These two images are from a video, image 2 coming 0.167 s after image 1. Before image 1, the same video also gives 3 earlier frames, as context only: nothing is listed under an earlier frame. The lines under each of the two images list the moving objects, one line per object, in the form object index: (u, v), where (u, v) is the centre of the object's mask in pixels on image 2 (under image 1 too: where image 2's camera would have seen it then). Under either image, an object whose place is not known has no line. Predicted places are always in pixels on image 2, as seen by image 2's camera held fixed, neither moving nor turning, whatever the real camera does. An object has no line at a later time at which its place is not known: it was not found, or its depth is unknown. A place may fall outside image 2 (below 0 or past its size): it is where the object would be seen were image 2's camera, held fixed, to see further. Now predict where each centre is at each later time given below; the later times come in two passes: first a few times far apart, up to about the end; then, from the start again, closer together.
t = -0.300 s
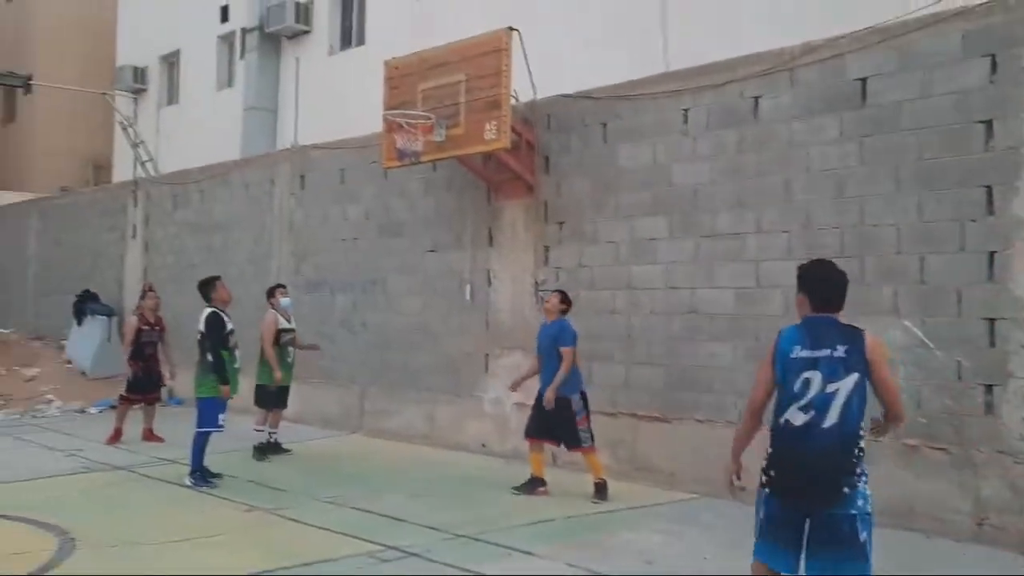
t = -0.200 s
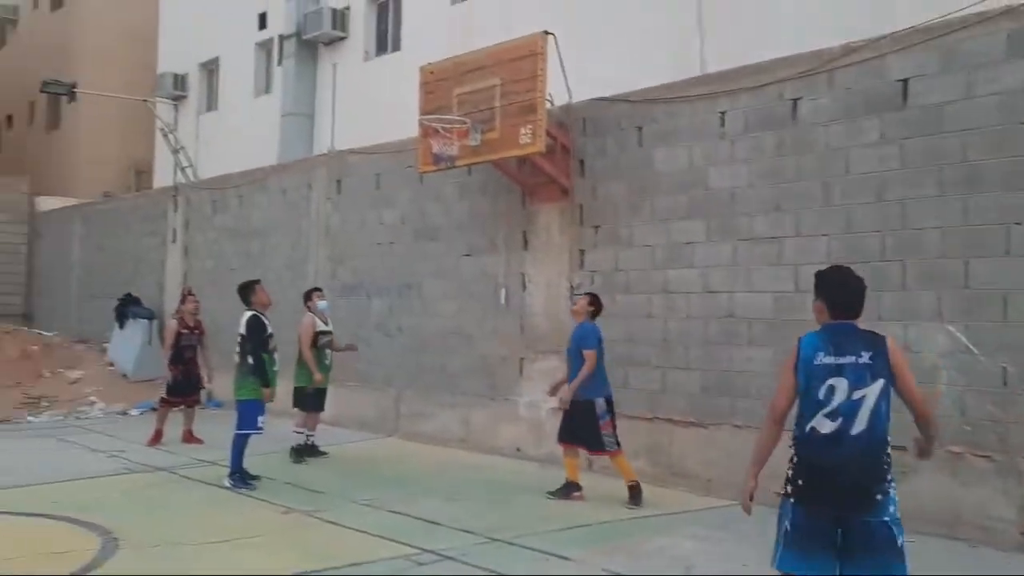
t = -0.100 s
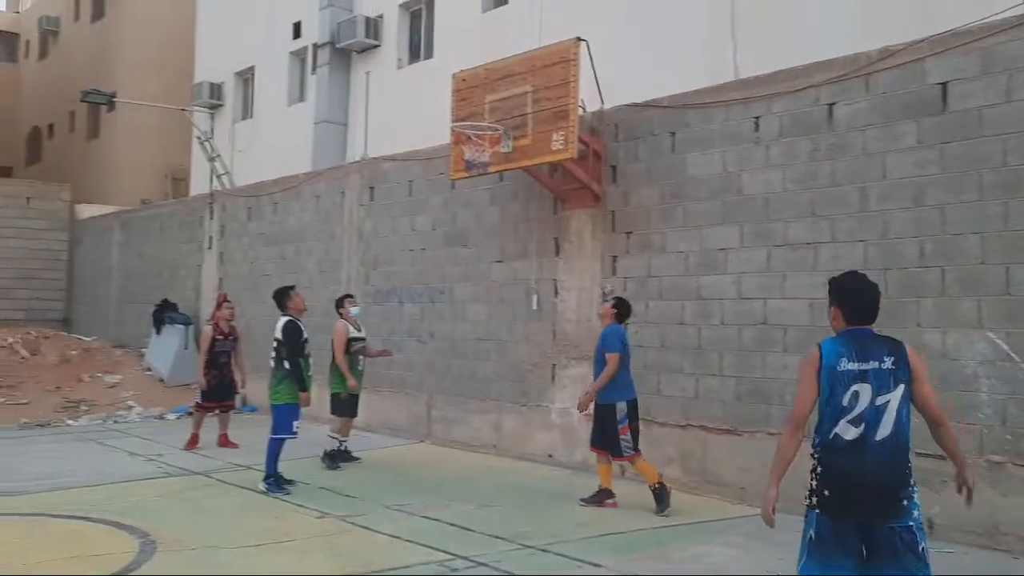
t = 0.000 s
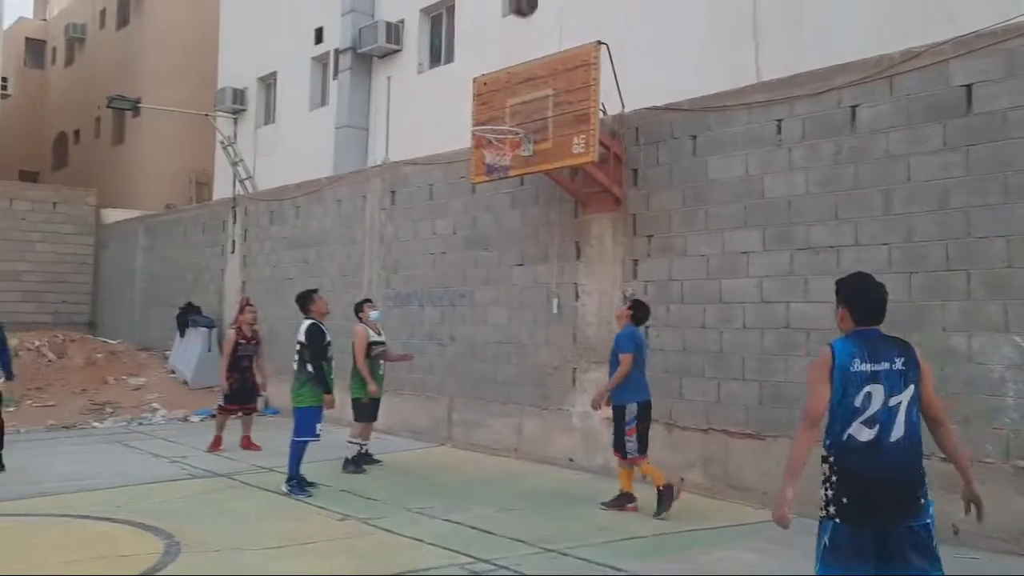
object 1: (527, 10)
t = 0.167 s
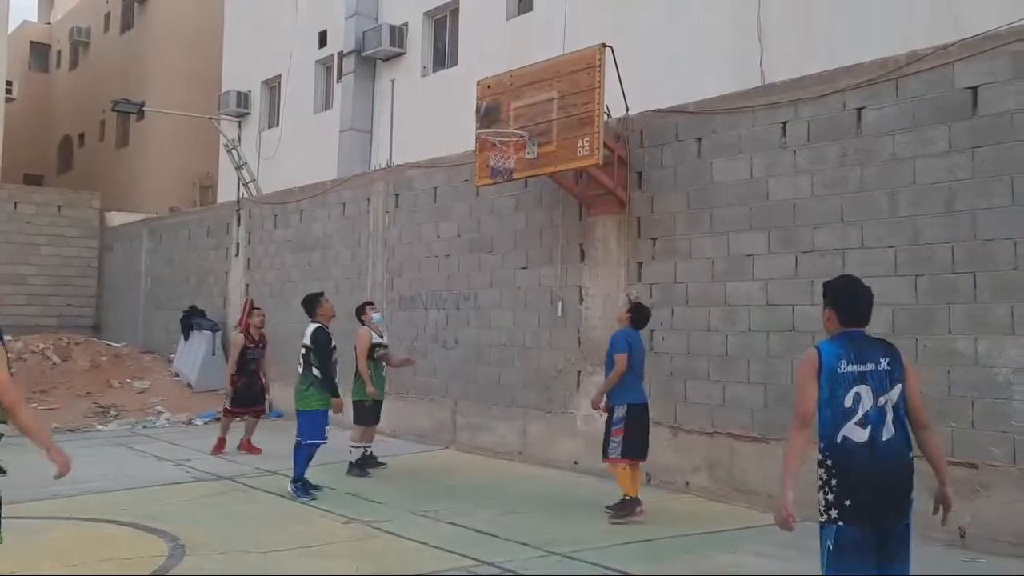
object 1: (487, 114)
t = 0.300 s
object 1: (524, 109)
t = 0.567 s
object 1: (483, 57)
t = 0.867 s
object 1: (422, 99)
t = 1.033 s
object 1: (379, 183)
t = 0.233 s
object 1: (498, 119)
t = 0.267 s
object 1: (511, 114)
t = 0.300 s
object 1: (524, 109)
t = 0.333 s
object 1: (520, 99)
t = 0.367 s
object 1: (516, 89)
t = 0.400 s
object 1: (511, 80)
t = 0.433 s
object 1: (505, 73)
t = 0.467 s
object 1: (500, 68)
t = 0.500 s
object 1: (494, 63)
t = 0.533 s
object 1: (489, 60)
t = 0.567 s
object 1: (483, 57)
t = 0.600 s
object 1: (477, 56)
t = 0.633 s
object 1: (471, 57)
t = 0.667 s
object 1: (465, 58)
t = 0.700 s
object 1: (458, 61)
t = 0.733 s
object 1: (451, 66)
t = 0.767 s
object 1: (444, 72)
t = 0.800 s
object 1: (437, 79)
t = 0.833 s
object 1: (430, 88)
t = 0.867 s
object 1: (422, 99)
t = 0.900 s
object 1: (414, 111)
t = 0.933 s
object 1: (406, 126)
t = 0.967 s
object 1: (397, 143)
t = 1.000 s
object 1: (388, 162)
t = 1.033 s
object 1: (379, 183)
